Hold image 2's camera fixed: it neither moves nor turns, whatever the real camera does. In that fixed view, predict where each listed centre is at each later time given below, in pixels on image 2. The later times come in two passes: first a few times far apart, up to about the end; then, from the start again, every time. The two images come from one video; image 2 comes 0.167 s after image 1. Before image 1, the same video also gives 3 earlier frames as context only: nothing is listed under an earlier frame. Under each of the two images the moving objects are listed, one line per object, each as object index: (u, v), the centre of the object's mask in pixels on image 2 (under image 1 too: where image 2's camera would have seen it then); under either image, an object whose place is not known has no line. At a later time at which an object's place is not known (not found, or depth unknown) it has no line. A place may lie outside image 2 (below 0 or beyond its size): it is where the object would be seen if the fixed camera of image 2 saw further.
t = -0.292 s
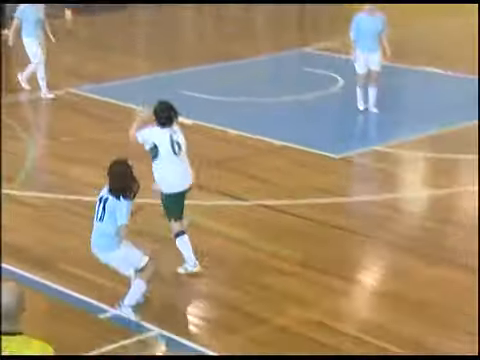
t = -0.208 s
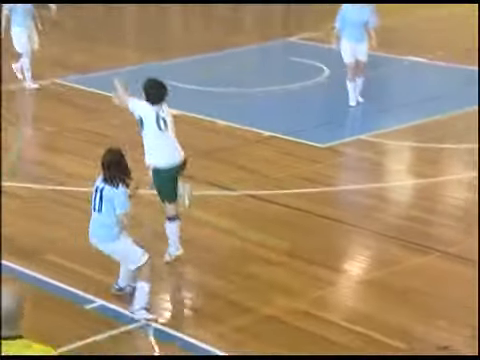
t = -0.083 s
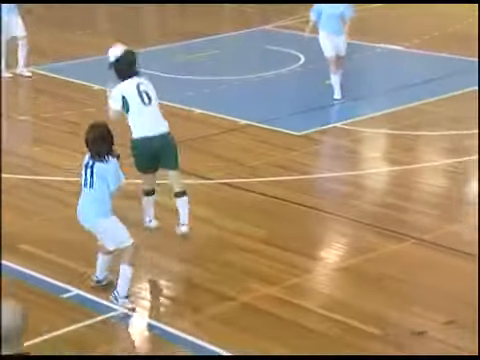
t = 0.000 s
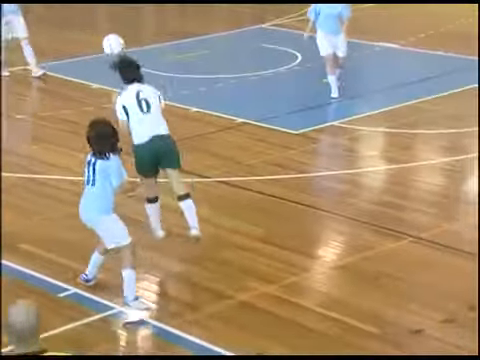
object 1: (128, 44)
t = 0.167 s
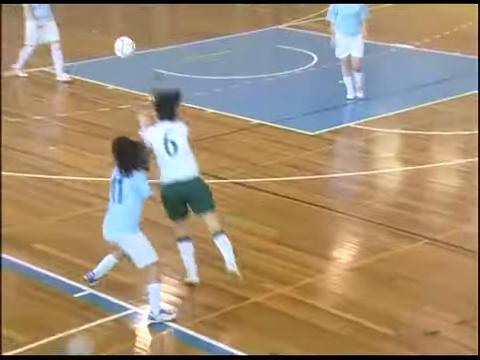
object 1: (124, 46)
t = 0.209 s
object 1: (123, 50)
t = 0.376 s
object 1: (120, 82)
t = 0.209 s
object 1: (123, 50)
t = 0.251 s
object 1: (123, 57)
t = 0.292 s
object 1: (122, 63)
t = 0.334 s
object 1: (121, 73)
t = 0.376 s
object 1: (120, 82)
